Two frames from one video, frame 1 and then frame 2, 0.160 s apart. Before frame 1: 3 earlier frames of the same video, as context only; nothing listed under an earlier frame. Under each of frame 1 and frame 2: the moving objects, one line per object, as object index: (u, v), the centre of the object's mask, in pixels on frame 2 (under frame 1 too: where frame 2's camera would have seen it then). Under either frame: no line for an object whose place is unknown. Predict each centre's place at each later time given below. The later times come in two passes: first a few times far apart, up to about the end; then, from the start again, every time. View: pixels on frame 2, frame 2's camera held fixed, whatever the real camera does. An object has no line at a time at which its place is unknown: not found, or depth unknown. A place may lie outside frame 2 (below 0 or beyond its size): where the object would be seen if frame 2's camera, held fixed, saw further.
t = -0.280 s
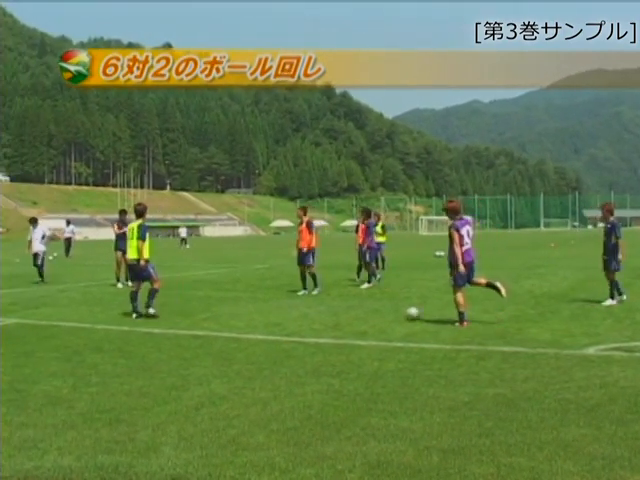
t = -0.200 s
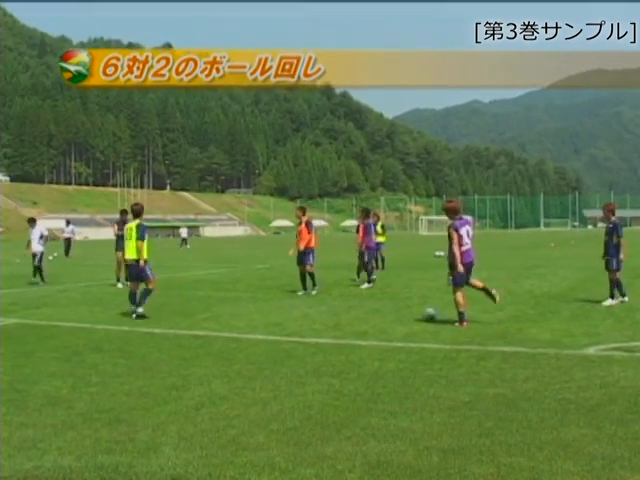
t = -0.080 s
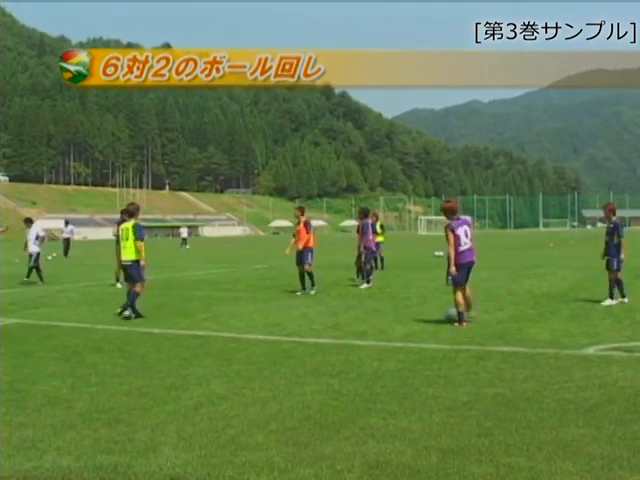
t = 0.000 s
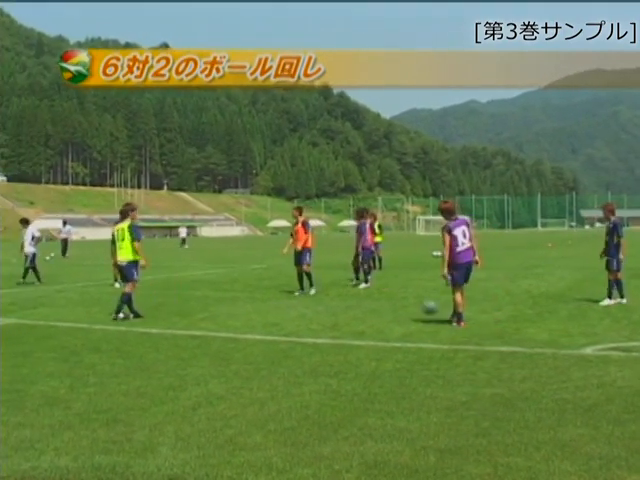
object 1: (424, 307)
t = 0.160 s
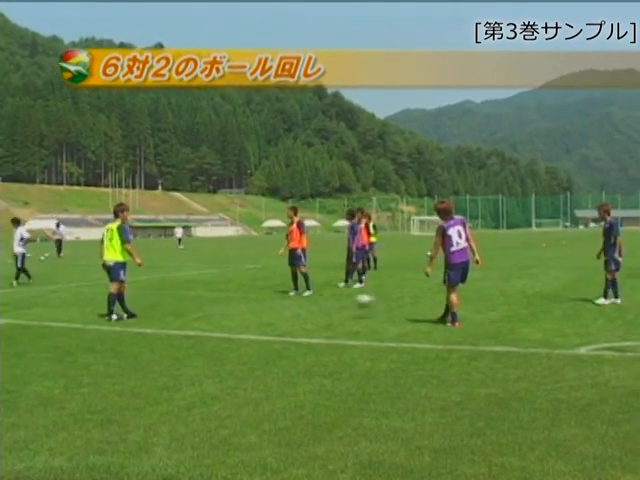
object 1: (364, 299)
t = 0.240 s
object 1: (336, 303)
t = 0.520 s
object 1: (263, 303)
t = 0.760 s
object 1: (221, 305)
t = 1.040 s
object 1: (184, 305)
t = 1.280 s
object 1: (156, 303)
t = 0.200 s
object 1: (350, 301)
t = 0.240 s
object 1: (336, 303)
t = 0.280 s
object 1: (321, 308)
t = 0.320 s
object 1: (309, 310)
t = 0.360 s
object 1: (298, 308)
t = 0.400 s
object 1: (289, 304)
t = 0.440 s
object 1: (279, 304)
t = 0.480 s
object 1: (271, 303)
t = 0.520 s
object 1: (263, 303)
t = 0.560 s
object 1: (253, 305)
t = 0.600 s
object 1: (244, 307)
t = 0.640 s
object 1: (238, 307)
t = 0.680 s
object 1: (232, 305)
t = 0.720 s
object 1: (227, 305)
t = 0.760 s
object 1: (221, 305)
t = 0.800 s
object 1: (216, 305)
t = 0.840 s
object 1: (210, 306)
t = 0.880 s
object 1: (204, 306)
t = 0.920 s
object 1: (200, 305)
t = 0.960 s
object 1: (195, 305)
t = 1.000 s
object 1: (189, 305)
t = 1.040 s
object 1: (184, 305)
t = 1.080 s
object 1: (179, 305)
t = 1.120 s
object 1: (174, 304)
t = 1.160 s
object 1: (170, 304)
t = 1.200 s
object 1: (165, 304)
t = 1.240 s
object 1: (161, 304)
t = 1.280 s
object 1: (156, 303)
